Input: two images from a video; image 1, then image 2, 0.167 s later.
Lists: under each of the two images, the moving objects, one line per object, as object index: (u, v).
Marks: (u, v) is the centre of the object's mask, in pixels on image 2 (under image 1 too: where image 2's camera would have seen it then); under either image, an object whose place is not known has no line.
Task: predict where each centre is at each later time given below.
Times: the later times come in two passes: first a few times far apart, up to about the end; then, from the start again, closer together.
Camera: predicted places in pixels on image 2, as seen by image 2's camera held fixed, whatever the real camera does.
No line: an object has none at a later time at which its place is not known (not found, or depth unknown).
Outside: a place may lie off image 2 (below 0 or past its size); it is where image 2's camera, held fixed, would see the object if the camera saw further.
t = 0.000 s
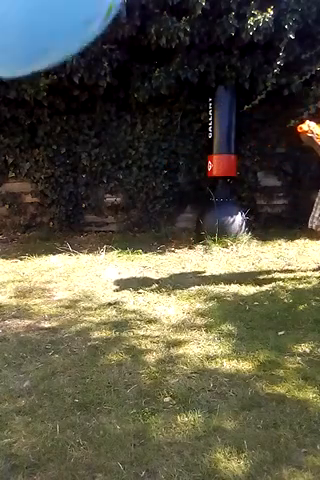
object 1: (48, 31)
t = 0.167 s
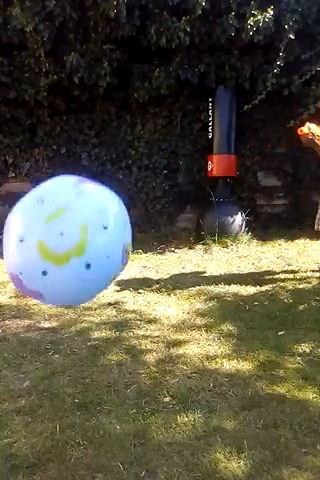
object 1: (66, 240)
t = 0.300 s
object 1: (92, 369)
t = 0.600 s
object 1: (109, 281)
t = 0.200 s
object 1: (73, 278)
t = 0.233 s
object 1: (80, 311)
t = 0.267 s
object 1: (86, 342)
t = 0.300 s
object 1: (92, 369)
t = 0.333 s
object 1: (98, 394)
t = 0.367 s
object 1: (103, 408)
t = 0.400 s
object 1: (103, 381)
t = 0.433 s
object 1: (103, 356)
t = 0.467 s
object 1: (103, 336)
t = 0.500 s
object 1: (105, 318)
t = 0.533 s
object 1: (106, 303)
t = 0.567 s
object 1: (107, 292)
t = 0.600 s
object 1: (109, 281)
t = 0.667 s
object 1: (111, 270)
